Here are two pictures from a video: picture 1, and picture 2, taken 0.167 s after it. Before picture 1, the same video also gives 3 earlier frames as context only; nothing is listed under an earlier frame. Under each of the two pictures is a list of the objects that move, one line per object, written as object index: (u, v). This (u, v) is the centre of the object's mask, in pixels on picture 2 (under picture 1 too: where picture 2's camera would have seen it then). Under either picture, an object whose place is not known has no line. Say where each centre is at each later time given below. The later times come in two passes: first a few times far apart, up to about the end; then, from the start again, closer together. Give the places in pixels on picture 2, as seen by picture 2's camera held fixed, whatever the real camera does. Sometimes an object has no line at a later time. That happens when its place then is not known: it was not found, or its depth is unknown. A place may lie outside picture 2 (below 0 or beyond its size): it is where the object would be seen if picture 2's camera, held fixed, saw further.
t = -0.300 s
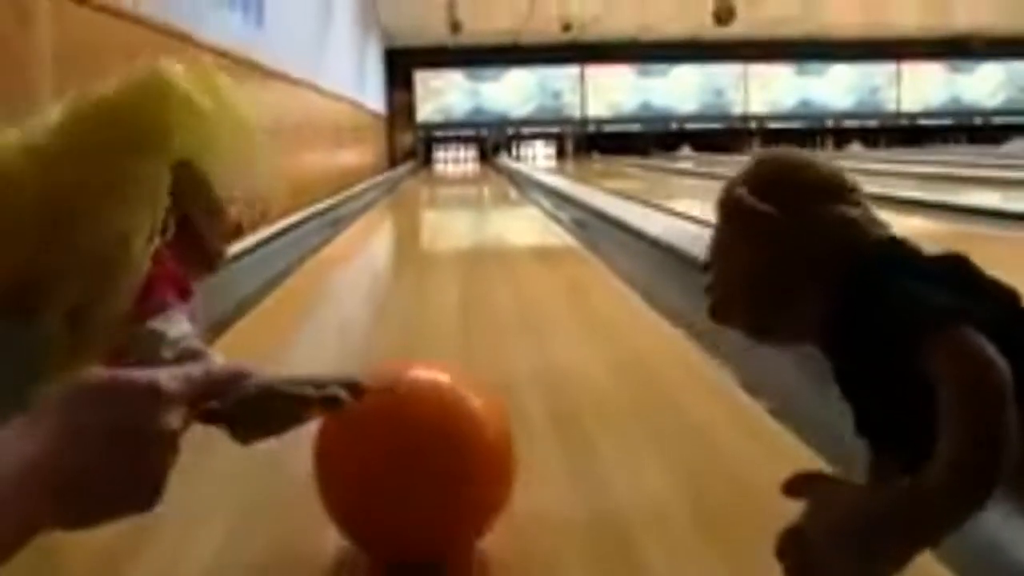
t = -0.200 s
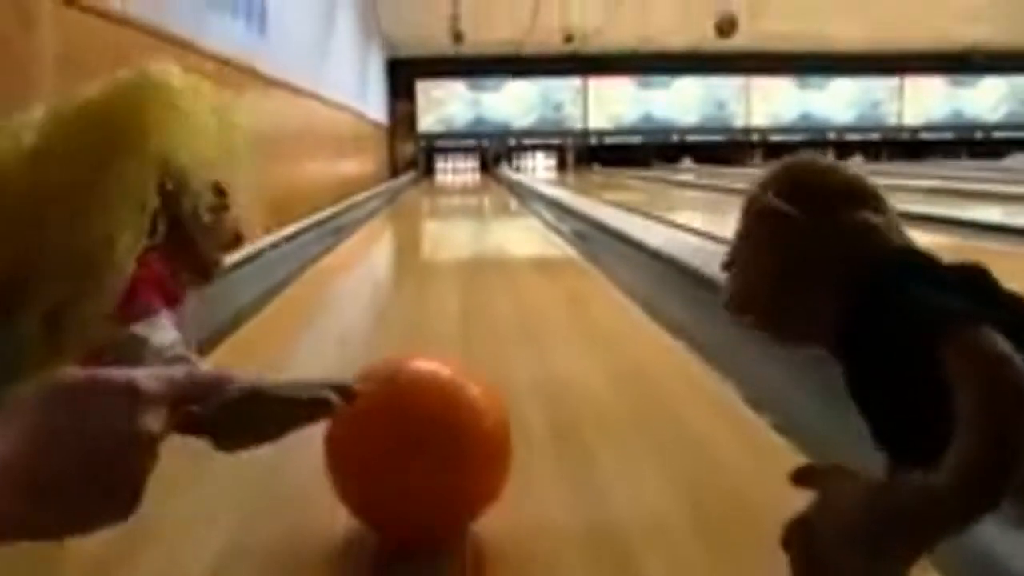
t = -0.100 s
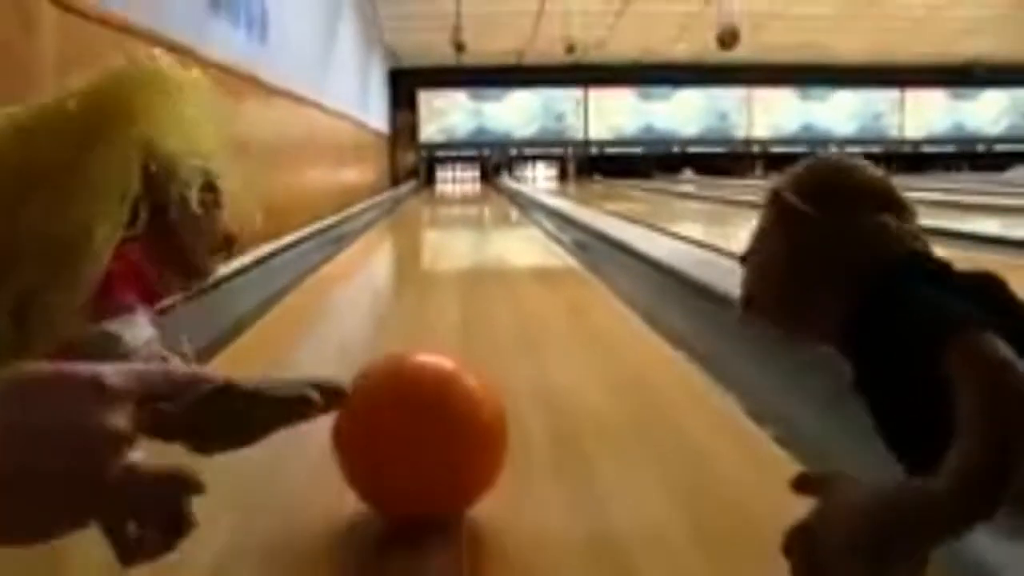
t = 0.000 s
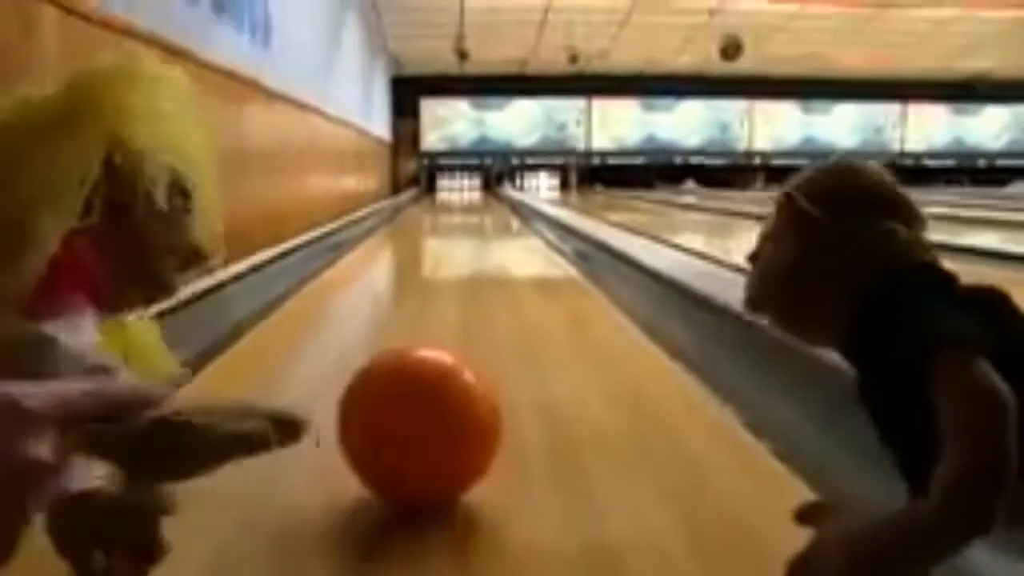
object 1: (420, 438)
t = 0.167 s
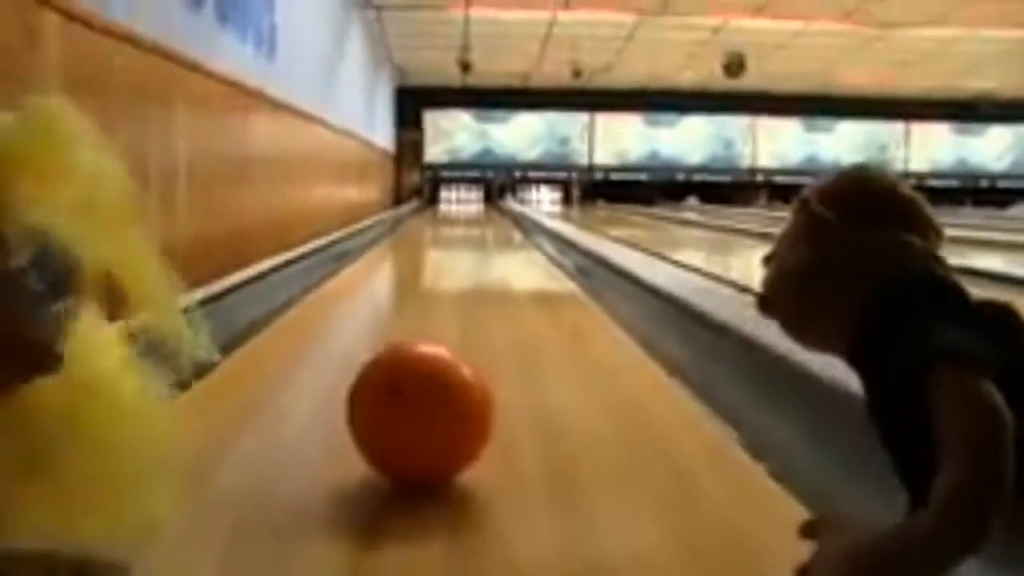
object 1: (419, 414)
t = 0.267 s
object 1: (421, 399)
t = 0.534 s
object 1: (425, 371)
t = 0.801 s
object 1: (429, 348)
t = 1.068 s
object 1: (432, 330)
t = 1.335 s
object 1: (434, 316)
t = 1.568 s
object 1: (436, 305)
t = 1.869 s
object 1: (439, 293)
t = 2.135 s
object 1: (442, 285)
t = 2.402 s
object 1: (445, 277)
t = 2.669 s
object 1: (447, 273)
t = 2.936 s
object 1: (447, 268)
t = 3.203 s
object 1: (448, 264)
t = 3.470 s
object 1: (449, 259)
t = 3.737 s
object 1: (450, 255)
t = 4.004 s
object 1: (450, 251)
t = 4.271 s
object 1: (452, 247)
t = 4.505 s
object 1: (455, 244)
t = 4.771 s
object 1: (457, 242)
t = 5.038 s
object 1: (458, 241)
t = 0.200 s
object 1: (417, 409)
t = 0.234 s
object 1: (418, 405)
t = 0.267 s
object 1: (421, 399)
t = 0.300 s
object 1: (421, 395)
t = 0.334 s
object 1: (422, 392)
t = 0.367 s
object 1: (422, 389)
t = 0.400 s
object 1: (422, 384)
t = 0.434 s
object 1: (422, 381)
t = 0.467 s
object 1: (423, 379)
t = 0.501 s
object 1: (425, 374)
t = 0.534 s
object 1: (425, 371)
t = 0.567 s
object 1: (426, 368)
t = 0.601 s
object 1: (426, 366)
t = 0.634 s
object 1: (427, 362)
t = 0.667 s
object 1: (427, 359)
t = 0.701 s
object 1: (428, 356)
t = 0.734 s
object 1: (428, 353)
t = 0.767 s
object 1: (429, 351)
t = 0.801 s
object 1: (429, 348)
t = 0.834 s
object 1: (430, 346)
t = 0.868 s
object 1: (430, 344)
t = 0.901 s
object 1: (430, 341)
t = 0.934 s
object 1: (431, 339)
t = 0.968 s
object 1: (431, 336)
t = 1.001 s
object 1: (431, 334)
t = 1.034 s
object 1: (431, 332)
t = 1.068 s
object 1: (432, 330)
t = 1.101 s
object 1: (432, 327)
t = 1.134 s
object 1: (433, 326)
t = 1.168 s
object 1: (433, 325)
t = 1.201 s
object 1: (433, 323)
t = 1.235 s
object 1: (433, 321)
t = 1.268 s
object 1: (434, 319)
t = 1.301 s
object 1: (434, 317)
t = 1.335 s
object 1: (434, 316)
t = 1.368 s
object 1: (434, 314)
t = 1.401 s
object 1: (434, 312)
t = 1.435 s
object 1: (435, 311)
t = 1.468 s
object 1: (435, 310)
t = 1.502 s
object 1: (435, 308)
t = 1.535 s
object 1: (436, 306)
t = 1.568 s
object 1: (436, 305)
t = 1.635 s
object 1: (437, 301)
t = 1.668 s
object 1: (437, 300)
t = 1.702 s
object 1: (437, 298)
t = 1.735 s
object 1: (437, 297)
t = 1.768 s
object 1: (437, 295)
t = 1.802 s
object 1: (438, 294)
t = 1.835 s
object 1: (439, 293)
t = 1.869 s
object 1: (439, 293)
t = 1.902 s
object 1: (440, 291)
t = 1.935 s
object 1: (440, 290)
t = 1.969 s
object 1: (440, 289)
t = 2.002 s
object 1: (441, 289)
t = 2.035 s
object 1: (442, 288)
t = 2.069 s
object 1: (442, 287)
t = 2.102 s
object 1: (442, 286)
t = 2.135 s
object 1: (442, 285)
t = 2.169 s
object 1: (442, 284)
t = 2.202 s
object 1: (443, 283)
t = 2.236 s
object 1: (443, 281)
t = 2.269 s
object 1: (444, 280)
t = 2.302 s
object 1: (444, 280)
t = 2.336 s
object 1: (444, 279)
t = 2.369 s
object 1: (445, 279)
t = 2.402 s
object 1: (445, 277)
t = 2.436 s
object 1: (445, 277)
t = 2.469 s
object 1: (445, 276)
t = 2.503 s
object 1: (447, 275)
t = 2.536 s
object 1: (446, 275)
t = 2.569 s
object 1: (447, 274)
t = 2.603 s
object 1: (447, 274)
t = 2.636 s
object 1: (447, 273)
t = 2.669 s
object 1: (447, 273)
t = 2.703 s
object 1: (447, 272)
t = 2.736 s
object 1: (446, 271)
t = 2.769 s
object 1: (447, 271)
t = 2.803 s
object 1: (447, 270)
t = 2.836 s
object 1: (447, 270)
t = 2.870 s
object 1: (447, 270)
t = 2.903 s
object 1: (447, 269)
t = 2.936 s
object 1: (447, 268)
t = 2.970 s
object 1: (447, 268)
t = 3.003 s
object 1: (447, 267)
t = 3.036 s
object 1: (448, 266)
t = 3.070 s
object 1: (447, 267)
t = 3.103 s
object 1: (447, 267)
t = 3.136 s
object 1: (448, 266)
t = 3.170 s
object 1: (448, 265)
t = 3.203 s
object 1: (448, 264)
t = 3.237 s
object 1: (448, 264)
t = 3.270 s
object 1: (448, 263)
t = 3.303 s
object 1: (448, 263)
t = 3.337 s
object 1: (448, 262)
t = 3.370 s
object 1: (448, 261)
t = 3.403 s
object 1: (448, 261)
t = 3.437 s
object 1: (448, 259)
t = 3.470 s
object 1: (449, 259)
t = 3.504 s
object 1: (449, 258)
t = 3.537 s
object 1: (449, 258)
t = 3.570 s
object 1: (449, 258)
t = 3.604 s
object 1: (449, 258)
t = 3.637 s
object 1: (449, 257)
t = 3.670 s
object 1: (449, 257)
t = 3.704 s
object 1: (449, 256)
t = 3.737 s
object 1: (450, 255)
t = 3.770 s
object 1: (450, 255)
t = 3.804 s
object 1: (450, 255)
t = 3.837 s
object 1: (450, 253)
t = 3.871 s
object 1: (450, 252)
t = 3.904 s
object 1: (450, 252)
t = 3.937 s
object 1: (450, 252)
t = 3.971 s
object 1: (451, 251)
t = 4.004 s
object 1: (450, 251)
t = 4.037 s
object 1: (451, 250)
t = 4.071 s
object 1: (451, 249)
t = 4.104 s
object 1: (451, 249)
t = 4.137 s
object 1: (452, 249)
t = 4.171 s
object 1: (452, 248)
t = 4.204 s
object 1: (453, 247)
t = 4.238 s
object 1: (452, 247)
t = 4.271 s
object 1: (452, 247)
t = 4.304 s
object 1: (454, 246)
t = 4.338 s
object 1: (454, 246)
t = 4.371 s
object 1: (454, 246)
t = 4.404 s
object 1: (454, 245)
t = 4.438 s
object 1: (455, 245)
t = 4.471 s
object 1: (454, 245)
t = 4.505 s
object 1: (455, 244)
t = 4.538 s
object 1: (455, 244)
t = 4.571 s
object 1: (456, 243)
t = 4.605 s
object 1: (455, 243)
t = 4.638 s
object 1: (456, 243)
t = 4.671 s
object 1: (456, 243)
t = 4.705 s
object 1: (456, 242)
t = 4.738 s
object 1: (457, 242)
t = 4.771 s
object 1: (457, 242)
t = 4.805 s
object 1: (458, 242)
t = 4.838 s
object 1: (458, 242)
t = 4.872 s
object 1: (458, 241)
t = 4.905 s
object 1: (458, 241)
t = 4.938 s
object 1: (458, 241)
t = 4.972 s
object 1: (459, 241)
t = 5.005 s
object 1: (459, 241)
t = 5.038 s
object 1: (458, 241)
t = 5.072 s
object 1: (459, 242)
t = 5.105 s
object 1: (458, 242)
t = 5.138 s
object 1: (460, 241)
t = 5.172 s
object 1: (460, 242)
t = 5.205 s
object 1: (460, 242)
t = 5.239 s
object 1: (460, 243)
